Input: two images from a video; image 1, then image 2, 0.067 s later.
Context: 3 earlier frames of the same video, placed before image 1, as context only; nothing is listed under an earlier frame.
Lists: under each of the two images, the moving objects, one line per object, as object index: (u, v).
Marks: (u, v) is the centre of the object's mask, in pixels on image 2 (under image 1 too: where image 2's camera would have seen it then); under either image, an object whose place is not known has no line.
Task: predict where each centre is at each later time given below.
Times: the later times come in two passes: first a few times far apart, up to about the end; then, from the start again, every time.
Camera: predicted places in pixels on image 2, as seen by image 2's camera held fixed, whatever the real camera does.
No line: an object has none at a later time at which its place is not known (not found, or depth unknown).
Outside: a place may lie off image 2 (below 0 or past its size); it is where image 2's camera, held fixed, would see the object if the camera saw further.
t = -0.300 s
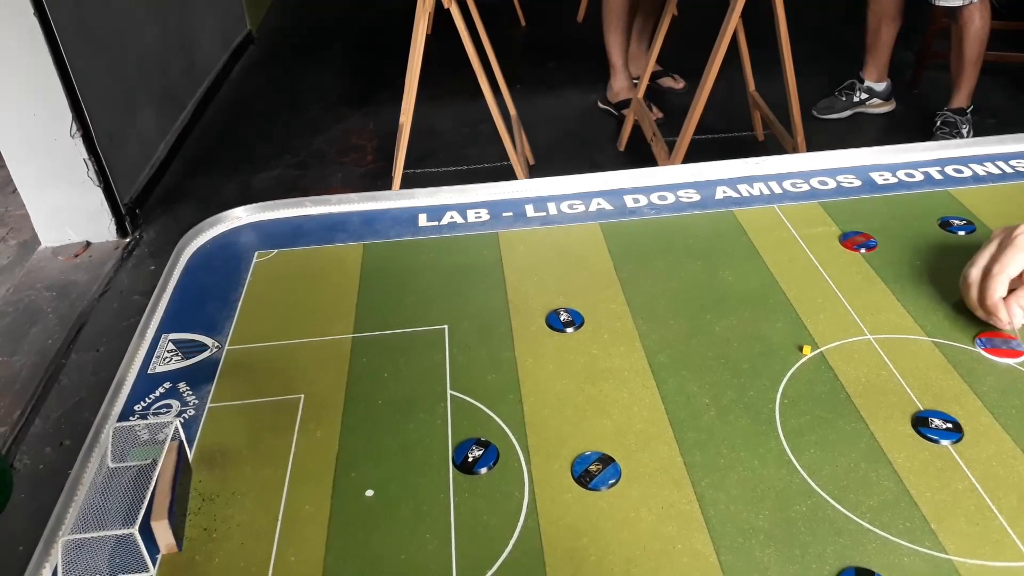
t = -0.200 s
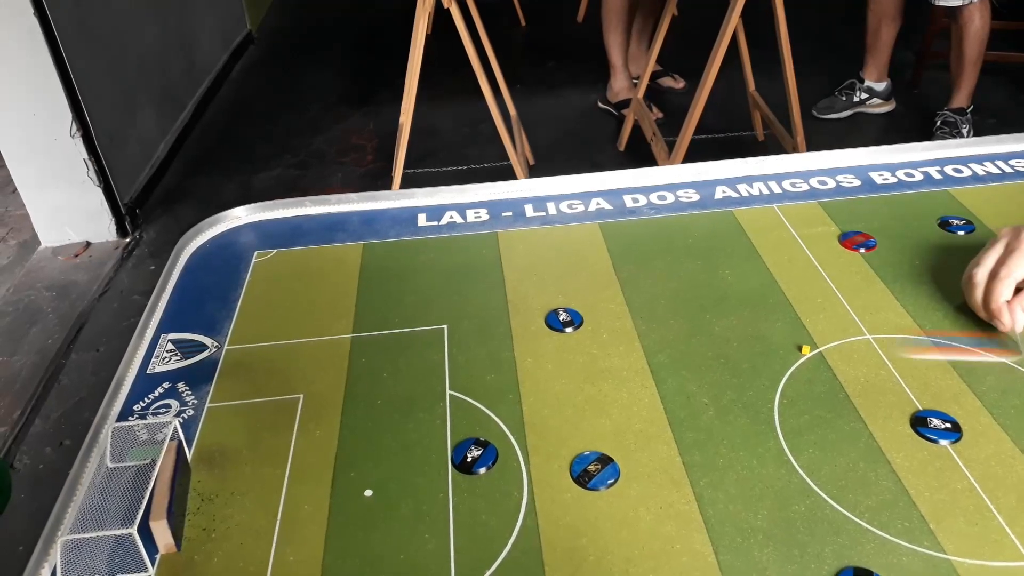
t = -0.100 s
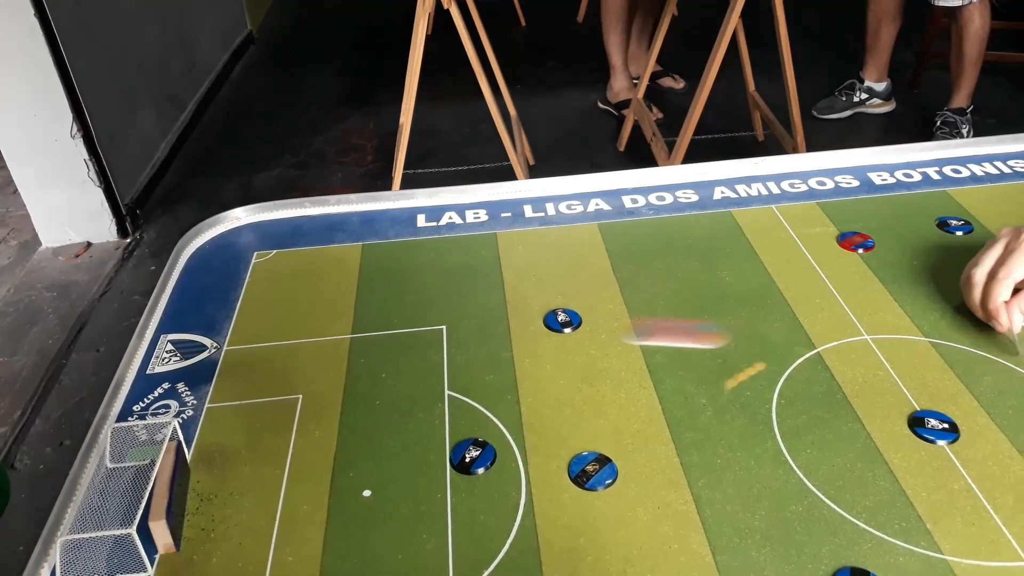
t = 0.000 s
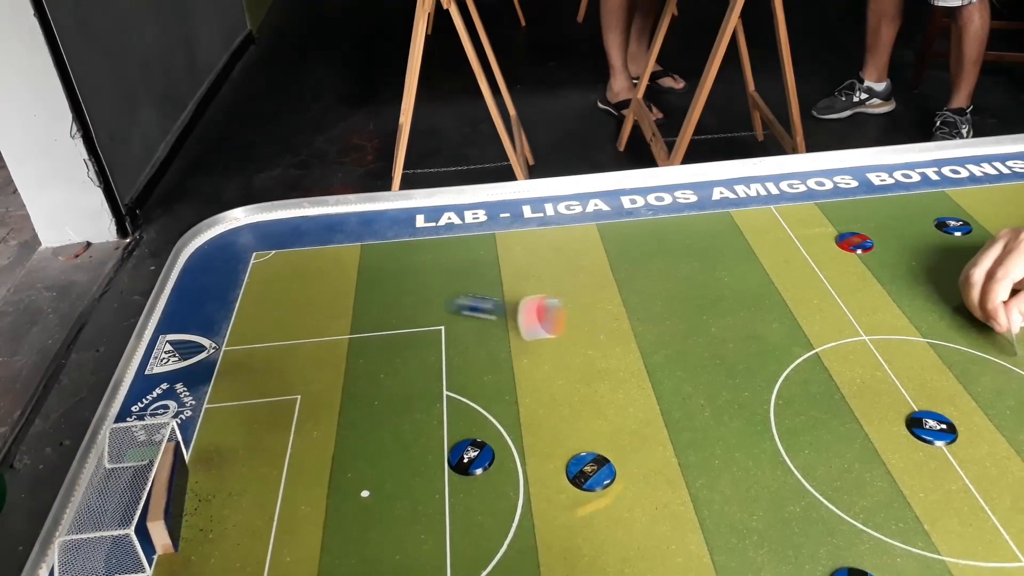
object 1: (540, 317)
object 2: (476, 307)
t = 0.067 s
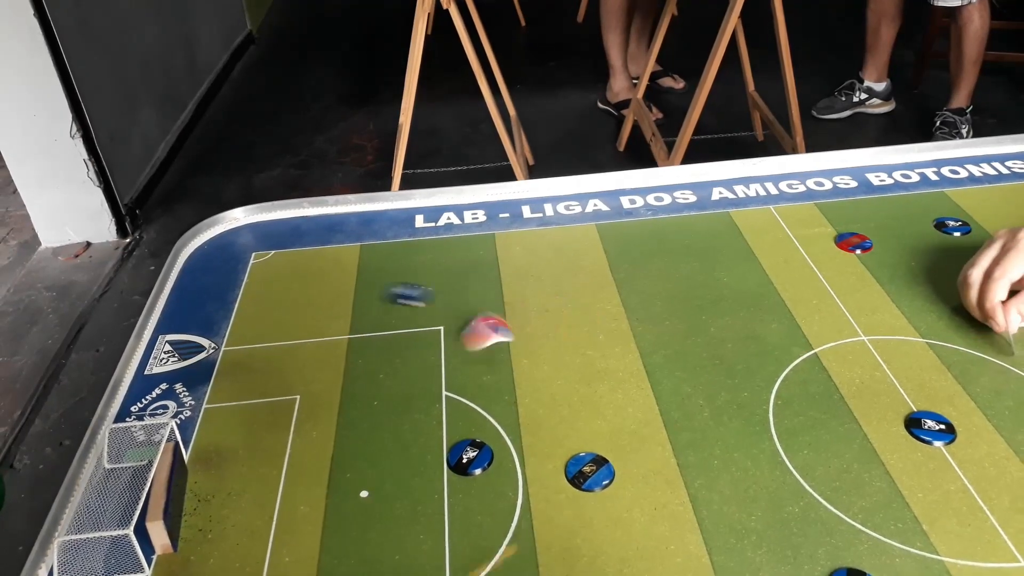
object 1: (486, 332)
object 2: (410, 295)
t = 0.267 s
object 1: (416, 348)
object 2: (282, 271)
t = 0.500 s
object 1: (412, 350)
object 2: (251, 265)
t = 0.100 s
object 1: (469, 338)
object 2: (381, 290)
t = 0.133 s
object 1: (452, 341)
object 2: (354, 285)
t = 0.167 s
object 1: (438, 339)
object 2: (332, 281)
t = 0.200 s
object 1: (429, 343)
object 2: (312, 277)
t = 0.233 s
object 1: (421, 347)
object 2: (296, 274)
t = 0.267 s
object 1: (416, 348)
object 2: (282, 271)
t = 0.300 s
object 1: (413, 348)
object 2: (271, 269)
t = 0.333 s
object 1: (412, 349)
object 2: (263, 268)
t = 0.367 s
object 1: (411, 348)
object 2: (256, 266)
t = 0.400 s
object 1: (411, 349)
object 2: (252, 265)
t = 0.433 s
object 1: (410, 349)
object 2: (250, 265)
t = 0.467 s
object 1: (411, 351)
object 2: (250, 265)
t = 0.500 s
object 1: (412, 350)
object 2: (251, 265)
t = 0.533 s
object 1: (412, 351)
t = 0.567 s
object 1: (411, 351)
